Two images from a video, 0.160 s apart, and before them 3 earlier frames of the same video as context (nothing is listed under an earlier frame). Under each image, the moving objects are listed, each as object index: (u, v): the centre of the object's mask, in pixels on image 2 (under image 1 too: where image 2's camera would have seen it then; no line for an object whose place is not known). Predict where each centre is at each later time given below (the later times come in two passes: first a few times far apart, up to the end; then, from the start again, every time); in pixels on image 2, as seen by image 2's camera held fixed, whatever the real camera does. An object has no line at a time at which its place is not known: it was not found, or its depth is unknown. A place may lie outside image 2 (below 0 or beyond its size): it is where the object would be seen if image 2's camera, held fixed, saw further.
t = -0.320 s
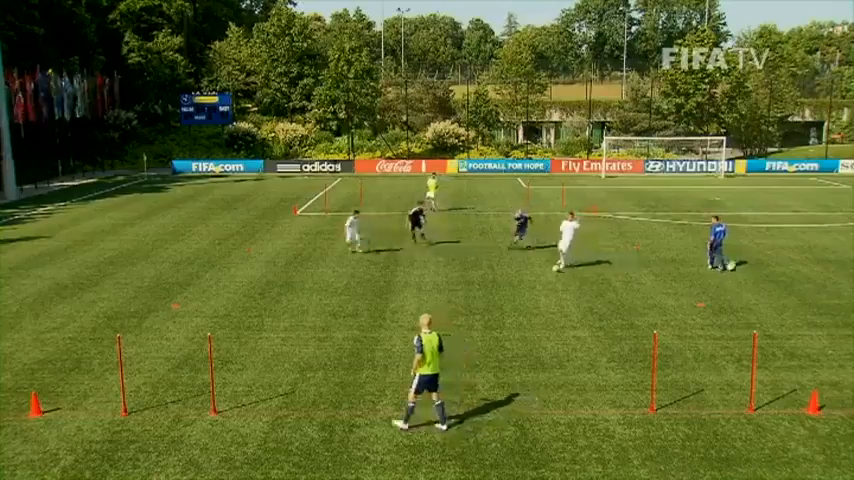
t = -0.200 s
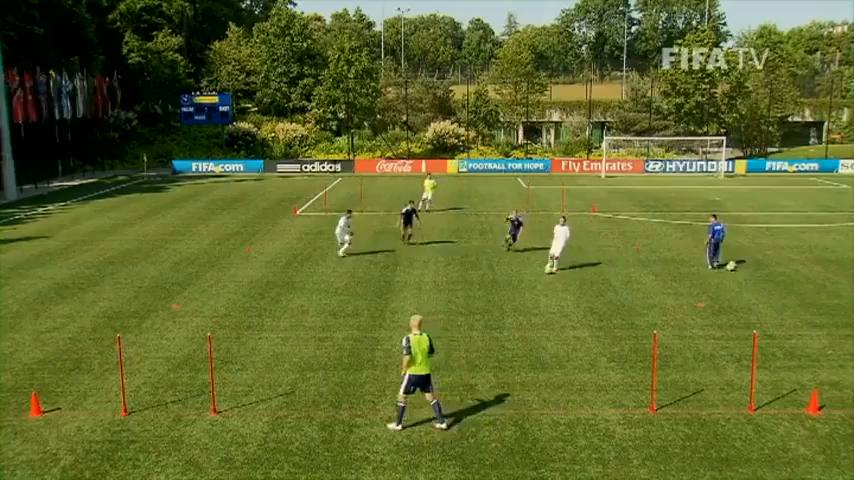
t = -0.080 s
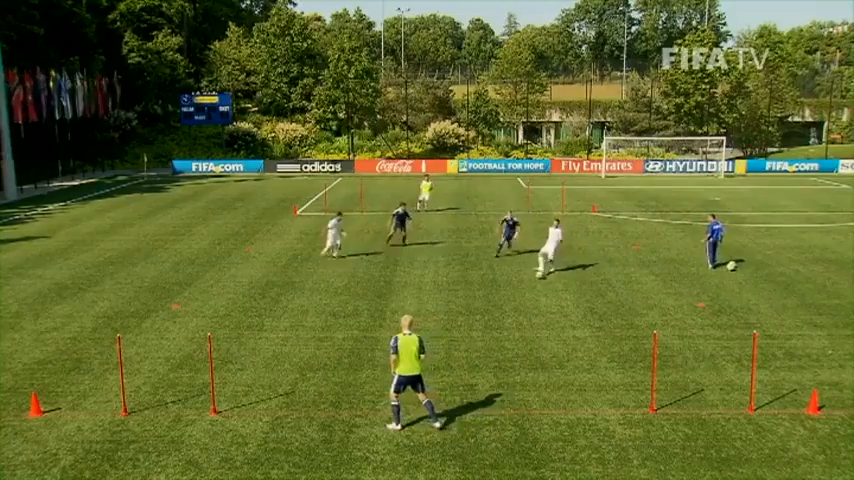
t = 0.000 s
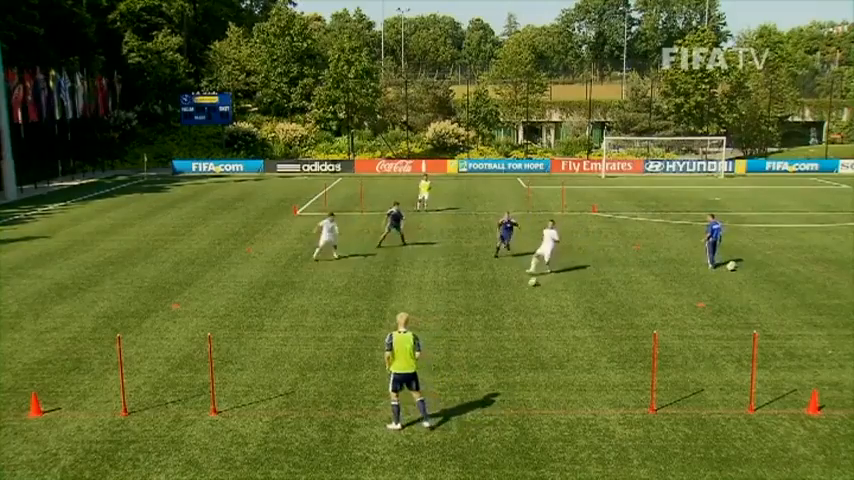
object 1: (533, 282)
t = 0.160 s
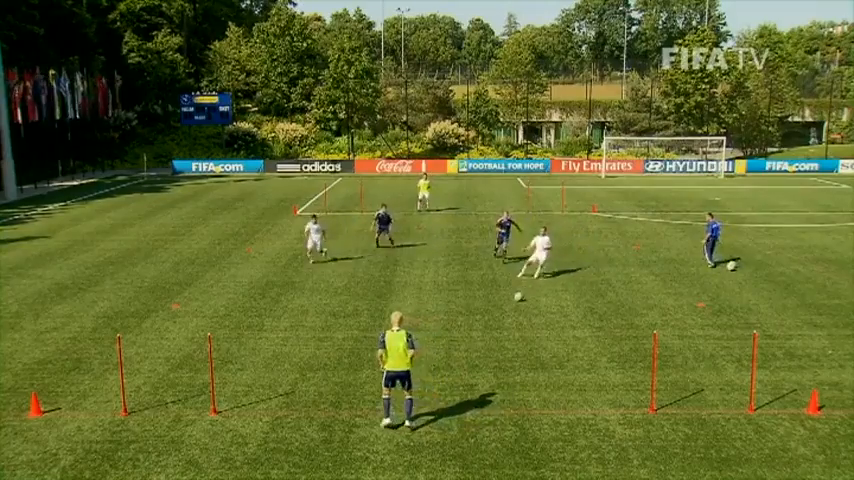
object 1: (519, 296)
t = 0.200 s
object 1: (515, 300)
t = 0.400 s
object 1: (497, 320)
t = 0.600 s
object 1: (479, 338)
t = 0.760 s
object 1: (463, 355)
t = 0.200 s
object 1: (515, 300)
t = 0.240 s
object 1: (512, 303)
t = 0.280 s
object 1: (508, 308)
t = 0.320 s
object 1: (504, 312)
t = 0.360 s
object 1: (500, 316)
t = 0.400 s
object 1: (497, 320)
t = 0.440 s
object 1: (494, 323)
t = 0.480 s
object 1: (489, 328)
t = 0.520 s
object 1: (486, 332)
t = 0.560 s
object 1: (483, 335)
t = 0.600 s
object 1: (479, 338)
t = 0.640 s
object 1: (475, 343)
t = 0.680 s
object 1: (471, 348)
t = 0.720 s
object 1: (467, 351)
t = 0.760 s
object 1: (463, 355)
